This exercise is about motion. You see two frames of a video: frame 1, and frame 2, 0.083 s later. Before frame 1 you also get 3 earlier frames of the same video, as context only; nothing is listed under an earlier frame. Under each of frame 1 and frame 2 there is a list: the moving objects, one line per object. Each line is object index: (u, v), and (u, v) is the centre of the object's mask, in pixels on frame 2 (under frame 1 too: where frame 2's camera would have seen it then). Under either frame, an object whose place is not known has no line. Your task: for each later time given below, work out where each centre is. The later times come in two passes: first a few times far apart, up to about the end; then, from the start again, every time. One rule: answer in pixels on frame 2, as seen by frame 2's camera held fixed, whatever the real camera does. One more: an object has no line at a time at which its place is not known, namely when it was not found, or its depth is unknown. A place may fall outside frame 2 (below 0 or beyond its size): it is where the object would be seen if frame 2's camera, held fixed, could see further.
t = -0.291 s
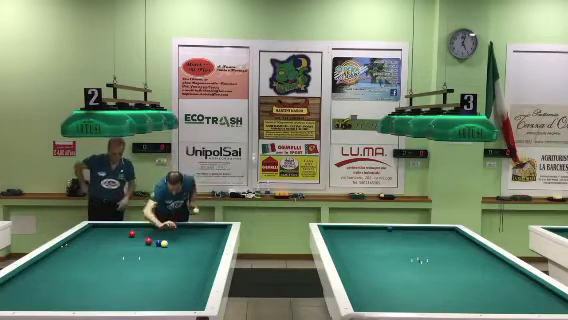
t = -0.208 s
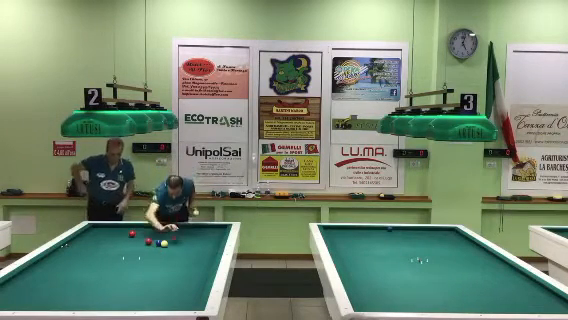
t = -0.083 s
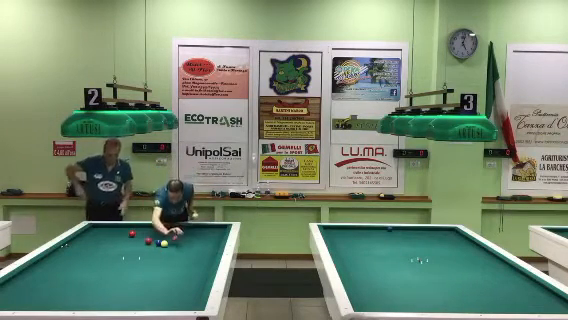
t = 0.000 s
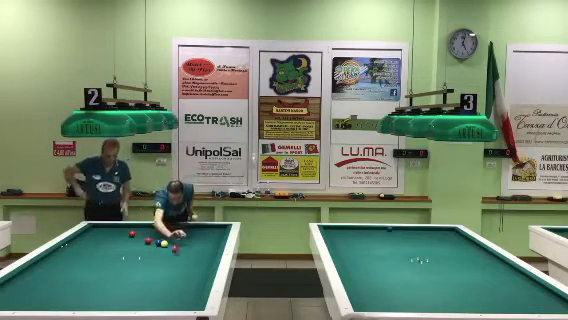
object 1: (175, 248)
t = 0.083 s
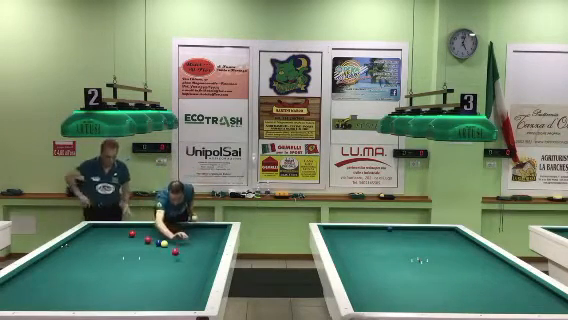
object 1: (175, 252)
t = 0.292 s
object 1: (176, 268)
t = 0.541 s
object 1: (177, 286)
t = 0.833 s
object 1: (179, 306)
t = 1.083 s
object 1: (193, 293)
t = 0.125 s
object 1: (175, 254)
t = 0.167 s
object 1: (176, 259)
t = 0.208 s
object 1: (176, 262)
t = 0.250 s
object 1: (176, 264)
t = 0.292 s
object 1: (176, 268)
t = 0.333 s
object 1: (176, 271)
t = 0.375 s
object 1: (176, 273)
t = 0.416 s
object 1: (176, 277)
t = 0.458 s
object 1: (176, 279)
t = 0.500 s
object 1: (177, 283)
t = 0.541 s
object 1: (177, 286)
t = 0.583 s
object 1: (177, 289)
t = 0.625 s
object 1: (177, 292)
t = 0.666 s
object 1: (177, 295)
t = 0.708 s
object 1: (177, 298)
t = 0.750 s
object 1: (177, 301)
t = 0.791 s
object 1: (178, 305)
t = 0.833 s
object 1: (179, 306)
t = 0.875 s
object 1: (181, 304)
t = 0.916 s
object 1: (184, 302)
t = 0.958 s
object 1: (186, 300)
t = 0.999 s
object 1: (188, 297)
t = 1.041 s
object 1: (190, 295)
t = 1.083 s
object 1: (193, 293)
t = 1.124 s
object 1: (195, 290)
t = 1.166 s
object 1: (197, 288)
